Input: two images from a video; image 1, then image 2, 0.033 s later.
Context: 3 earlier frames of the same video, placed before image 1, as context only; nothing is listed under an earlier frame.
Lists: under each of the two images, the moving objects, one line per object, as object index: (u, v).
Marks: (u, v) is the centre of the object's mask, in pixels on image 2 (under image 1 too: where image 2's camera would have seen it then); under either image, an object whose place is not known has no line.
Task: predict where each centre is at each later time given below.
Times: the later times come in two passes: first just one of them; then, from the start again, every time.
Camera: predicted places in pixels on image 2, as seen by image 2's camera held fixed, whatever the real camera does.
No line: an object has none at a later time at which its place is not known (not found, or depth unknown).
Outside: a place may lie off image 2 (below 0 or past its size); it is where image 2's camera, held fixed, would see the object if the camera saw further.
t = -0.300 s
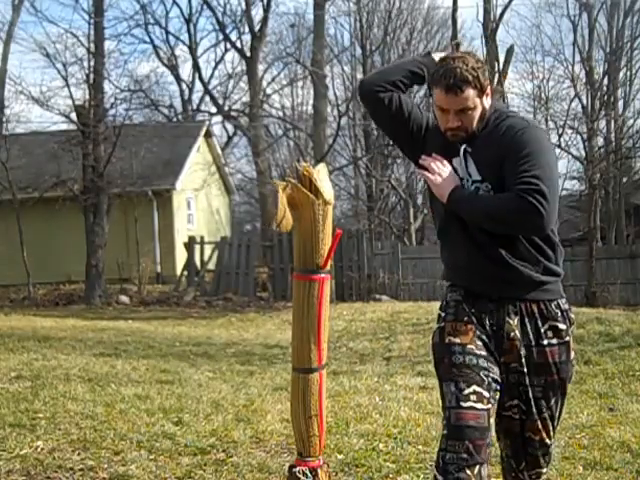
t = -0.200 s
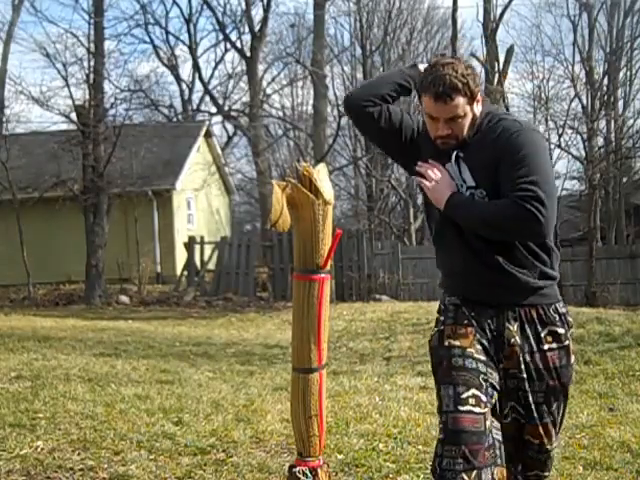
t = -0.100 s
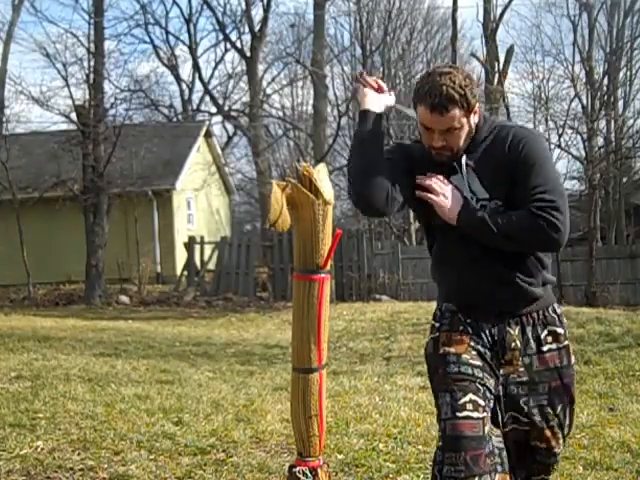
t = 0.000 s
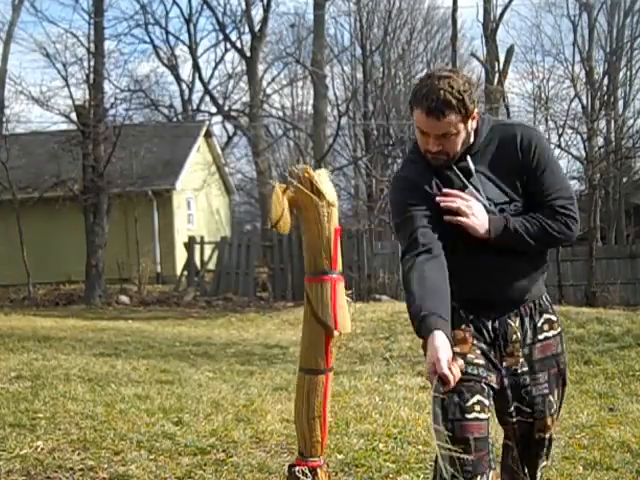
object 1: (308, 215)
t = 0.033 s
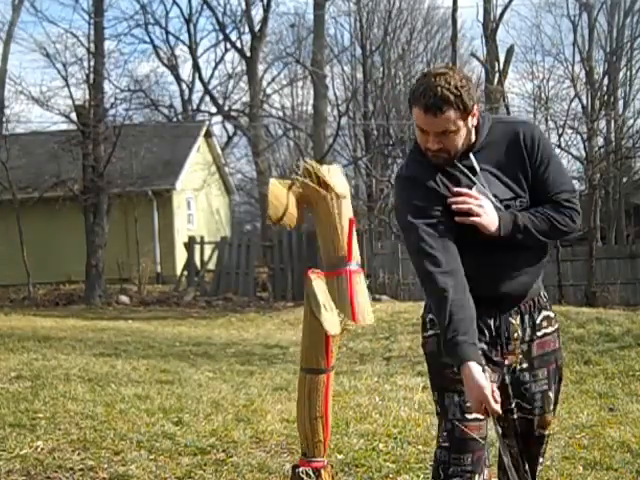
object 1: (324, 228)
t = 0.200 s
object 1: (395, 277)
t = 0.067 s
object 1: (335, 226)
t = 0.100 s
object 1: (348, 230)
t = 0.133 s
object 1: (351, 225)
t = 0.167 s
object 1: (371, 244)
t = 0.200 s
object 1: (395, 277)
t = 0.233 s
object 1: (433, 319)
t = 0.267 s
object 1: (457, 359)
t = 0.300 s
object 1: (479, 408)
